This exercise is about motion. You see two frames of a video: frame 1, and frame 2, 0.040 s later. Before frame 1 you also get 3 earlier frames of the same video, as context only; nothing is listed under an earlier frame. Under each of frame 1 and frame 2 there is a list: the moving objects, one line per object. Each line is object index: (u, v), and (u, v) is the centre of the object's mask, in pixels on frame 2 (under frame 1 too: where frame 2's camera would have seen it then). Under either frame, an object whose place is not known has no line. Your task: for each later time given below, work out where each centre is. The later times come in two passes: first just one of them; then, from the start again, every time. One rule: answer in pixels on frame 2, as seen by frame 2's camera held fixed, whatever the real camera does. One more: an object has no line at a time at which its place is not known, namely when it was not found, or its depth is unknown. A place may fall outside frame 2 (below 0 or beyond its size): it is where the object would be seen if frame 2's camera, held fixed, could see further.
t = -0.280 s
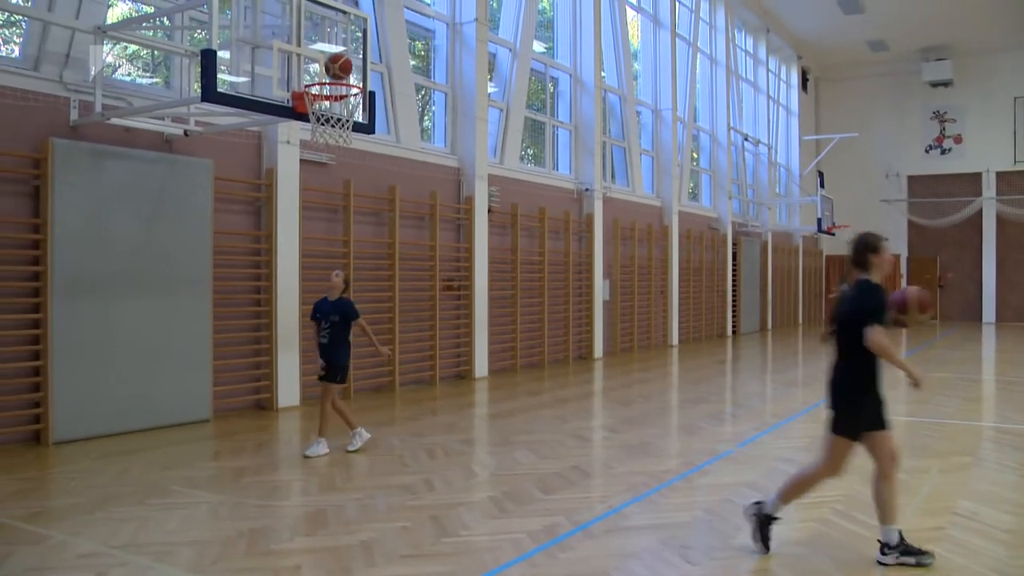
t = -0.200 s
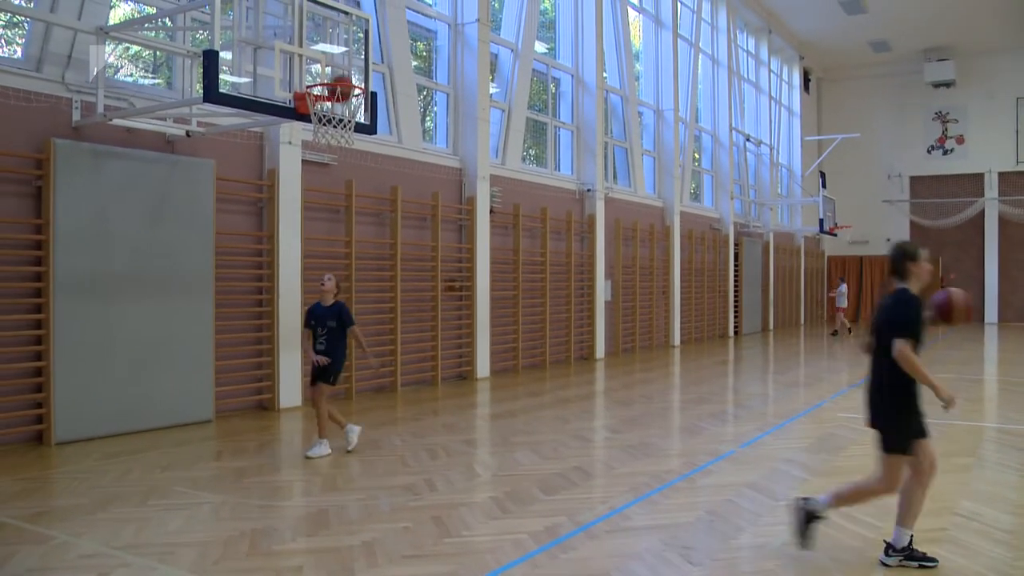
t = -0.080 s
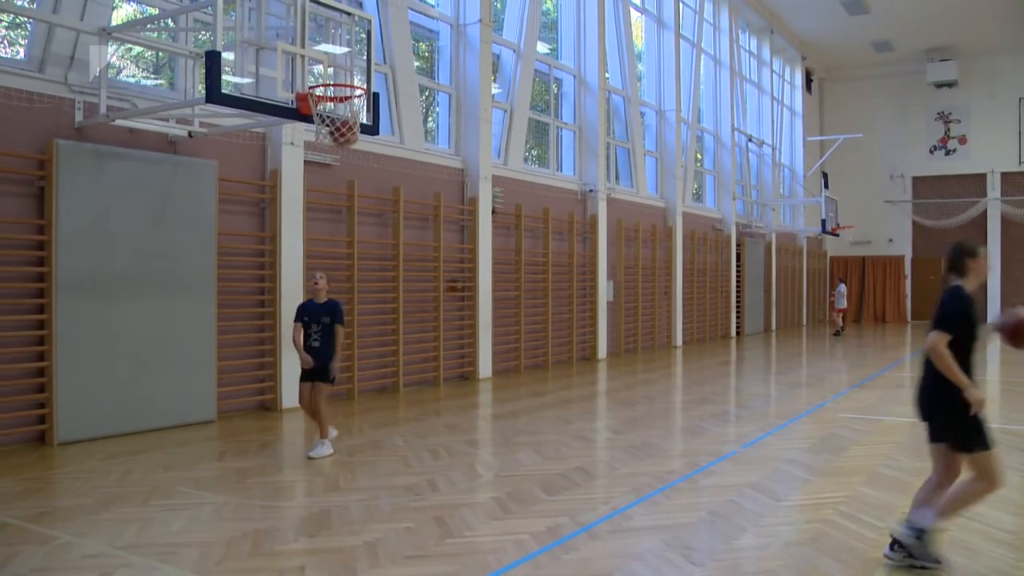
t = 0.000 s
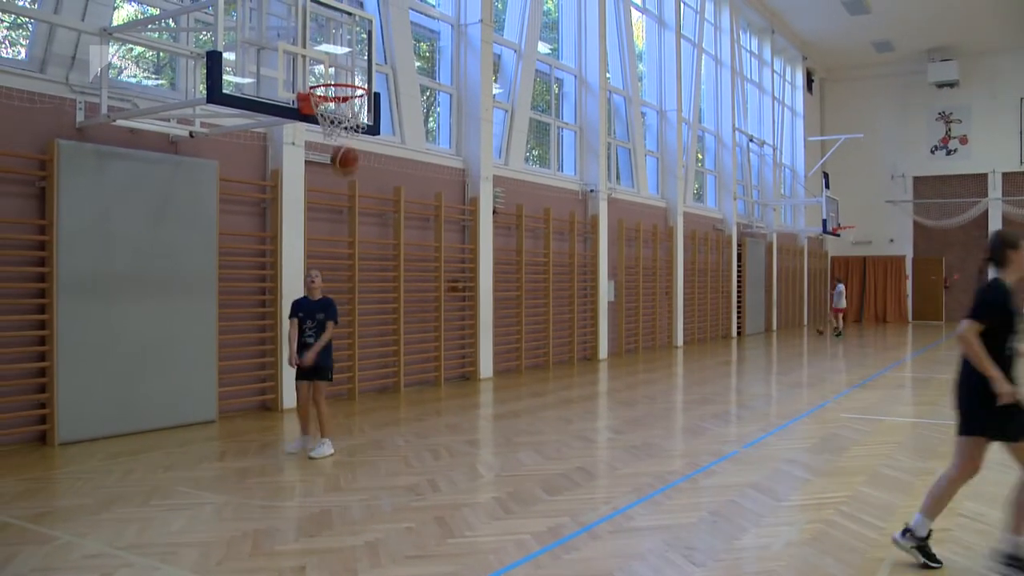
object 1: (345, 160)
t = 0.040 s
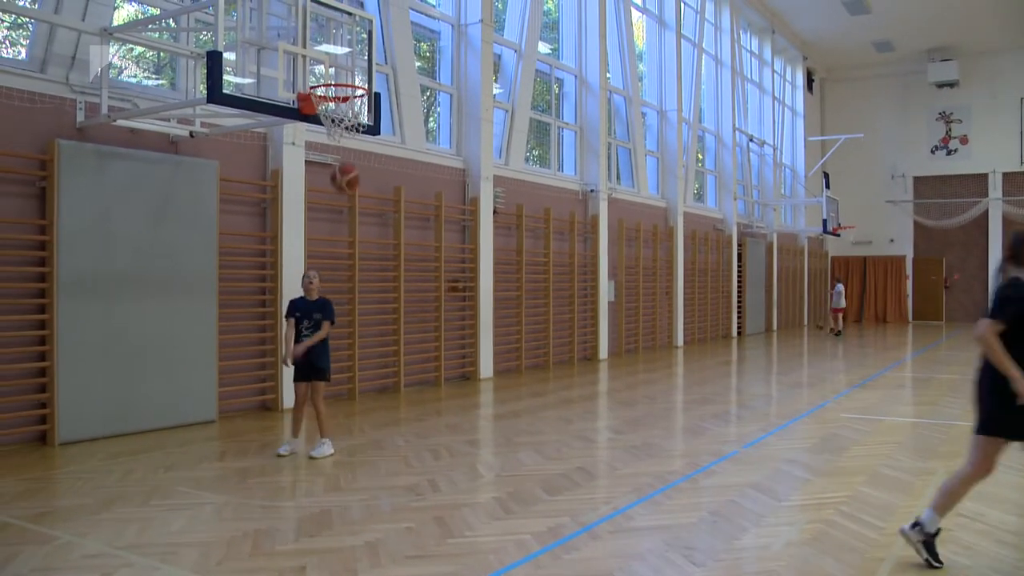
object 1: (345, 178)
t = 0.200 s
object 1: (345, 269)
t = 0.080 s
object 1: (345, 198)
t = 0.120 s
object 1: (345, 219)
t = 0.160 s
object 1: (345, 243)
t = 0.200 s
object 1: (345, 269)
